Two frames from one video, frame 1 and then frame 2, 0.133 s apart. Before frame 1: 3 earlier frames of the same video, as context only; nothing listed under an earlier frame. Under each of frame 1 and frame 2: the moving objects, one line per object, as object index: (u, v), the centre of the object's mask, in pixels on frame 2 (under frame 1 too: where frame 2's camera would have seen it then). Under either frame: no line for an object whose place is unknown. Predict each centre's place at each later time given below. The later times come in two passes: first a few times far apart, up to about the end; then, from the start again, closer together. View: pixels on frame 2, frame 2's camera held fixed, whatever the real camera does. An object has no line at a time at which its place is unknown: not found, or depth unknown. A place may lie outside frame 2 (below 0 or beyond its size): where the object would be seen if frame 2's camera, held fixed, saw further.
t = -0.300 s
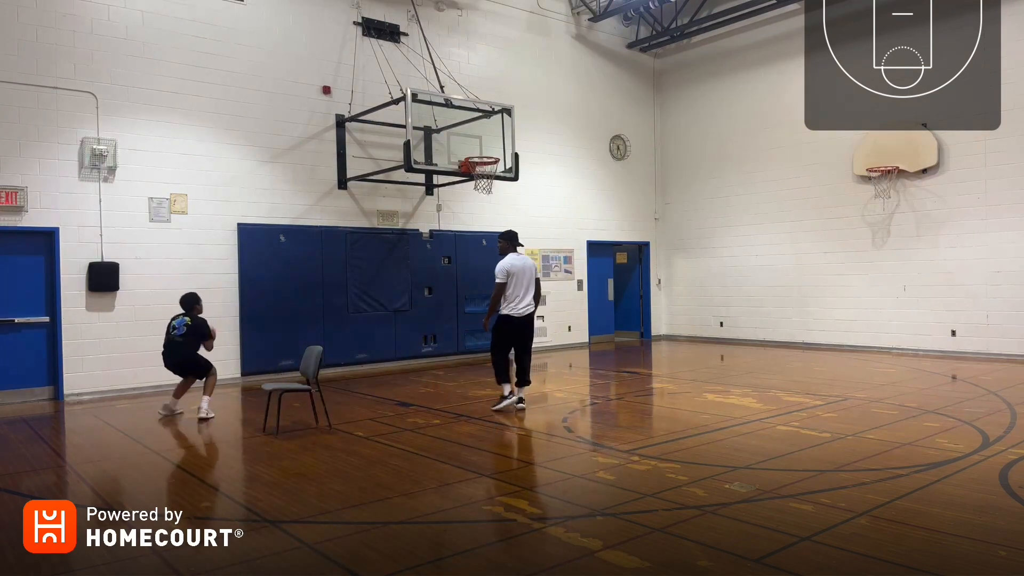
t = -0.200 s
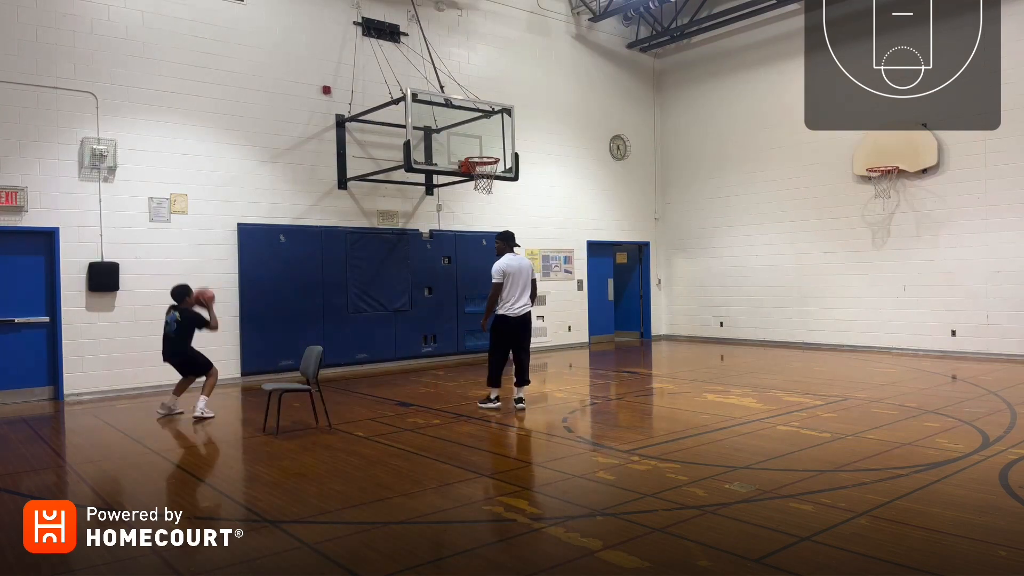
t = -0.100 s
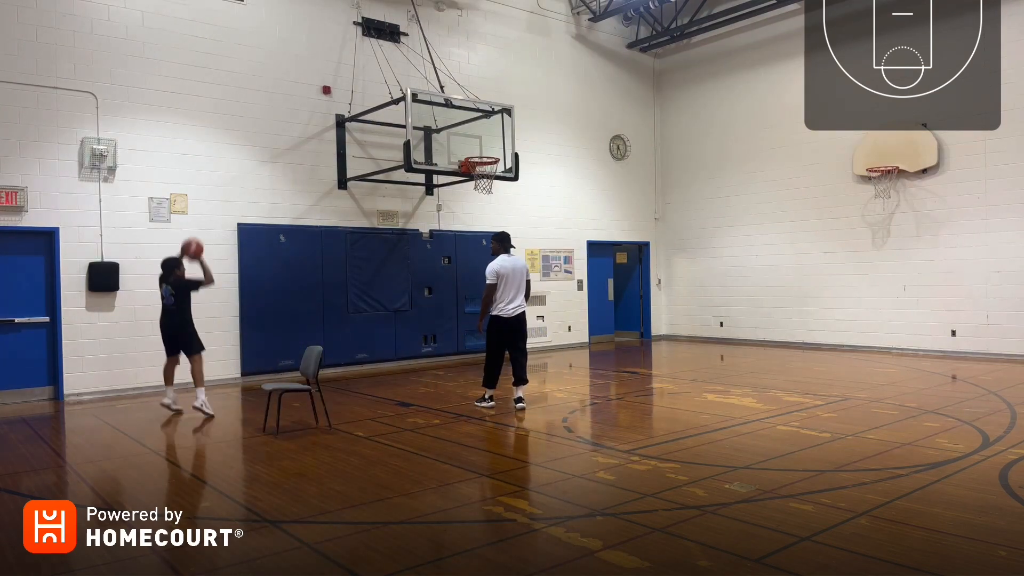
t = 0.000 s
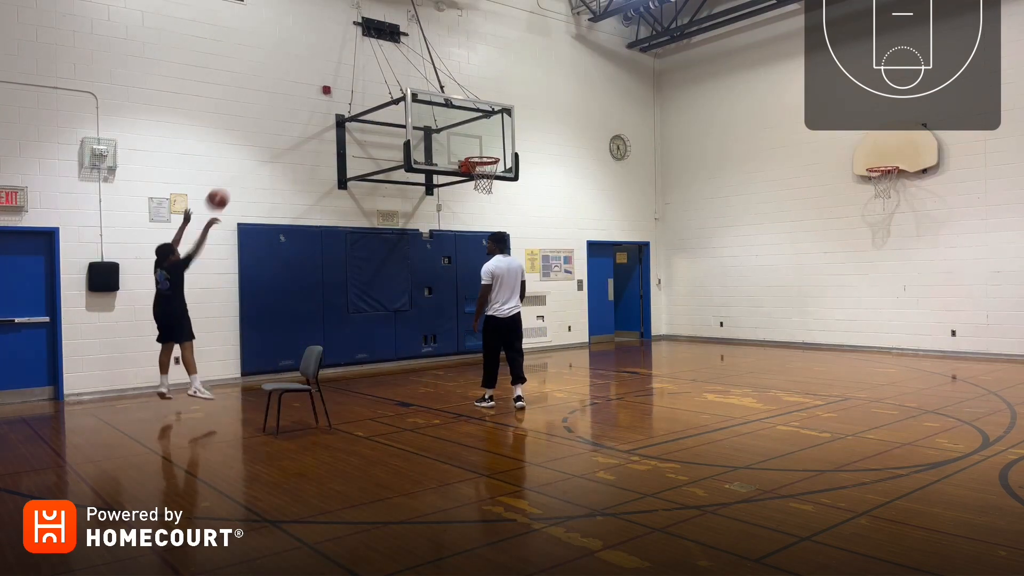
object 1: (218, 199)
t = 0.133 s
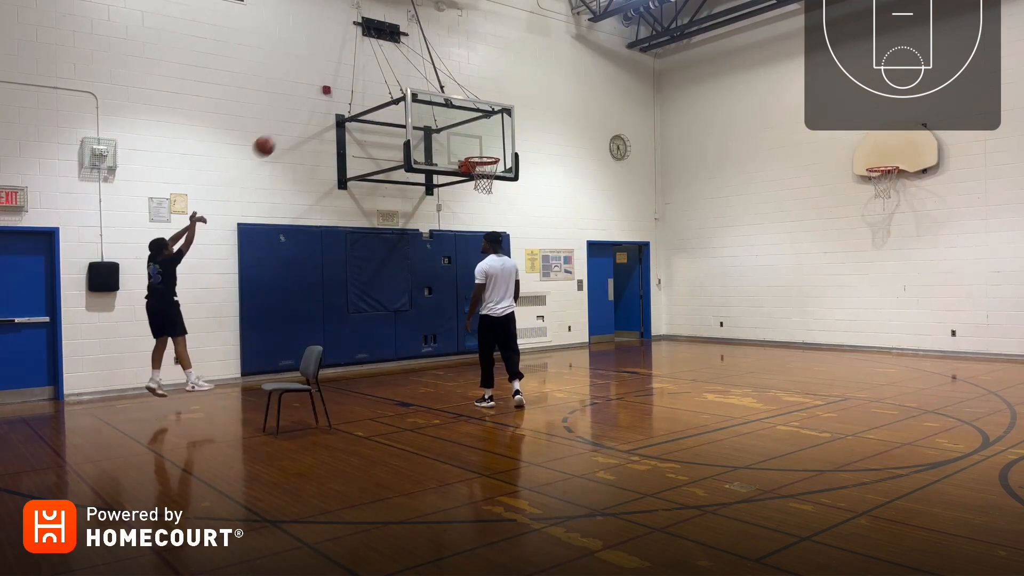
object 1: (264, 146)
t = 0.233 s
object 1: (296, 119)
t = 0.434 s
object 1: (356, 93)
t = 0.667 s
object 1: (426, 110)
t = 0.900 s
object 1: (479, 163)
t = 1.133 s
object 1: (501, 183)
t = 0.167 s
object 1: (275, 136)
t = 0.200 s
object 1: (286, 126)
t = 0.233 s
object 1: (296, 119)
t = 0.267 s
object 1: (307, 112)
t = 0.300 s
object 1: (317, 106)
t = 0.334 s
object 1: (327, 102)
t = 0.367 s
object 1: (337, 97)
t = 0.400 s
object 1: (346, 95)
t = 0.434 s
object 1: (356, 93)
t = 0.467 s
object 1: (365, 92)
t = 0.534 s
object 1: (392, 94)
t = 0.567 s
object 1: (400, 96)
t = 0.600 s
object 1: (409, 100)
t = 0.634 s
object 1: (418, 104)
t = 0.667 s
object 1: (426, 110)
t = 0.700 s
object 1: (434, 115)
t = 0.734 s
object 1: (442, 121)
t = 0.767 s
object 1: (450, 128)
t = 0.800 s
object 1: (457, 136)
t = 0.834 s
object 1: (465, 144)
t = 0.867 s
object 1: (472, 152)
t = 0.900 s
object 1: (479, 163)
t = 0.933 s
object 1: (486, 172)
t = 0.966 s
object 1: (490, 177)
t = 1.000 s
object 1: (493, 177)
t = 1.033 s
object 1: (495, 177)
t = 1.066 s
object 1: (496, 178)
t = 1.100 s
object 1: (499, 180)
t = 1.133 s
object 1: (501, 183)
